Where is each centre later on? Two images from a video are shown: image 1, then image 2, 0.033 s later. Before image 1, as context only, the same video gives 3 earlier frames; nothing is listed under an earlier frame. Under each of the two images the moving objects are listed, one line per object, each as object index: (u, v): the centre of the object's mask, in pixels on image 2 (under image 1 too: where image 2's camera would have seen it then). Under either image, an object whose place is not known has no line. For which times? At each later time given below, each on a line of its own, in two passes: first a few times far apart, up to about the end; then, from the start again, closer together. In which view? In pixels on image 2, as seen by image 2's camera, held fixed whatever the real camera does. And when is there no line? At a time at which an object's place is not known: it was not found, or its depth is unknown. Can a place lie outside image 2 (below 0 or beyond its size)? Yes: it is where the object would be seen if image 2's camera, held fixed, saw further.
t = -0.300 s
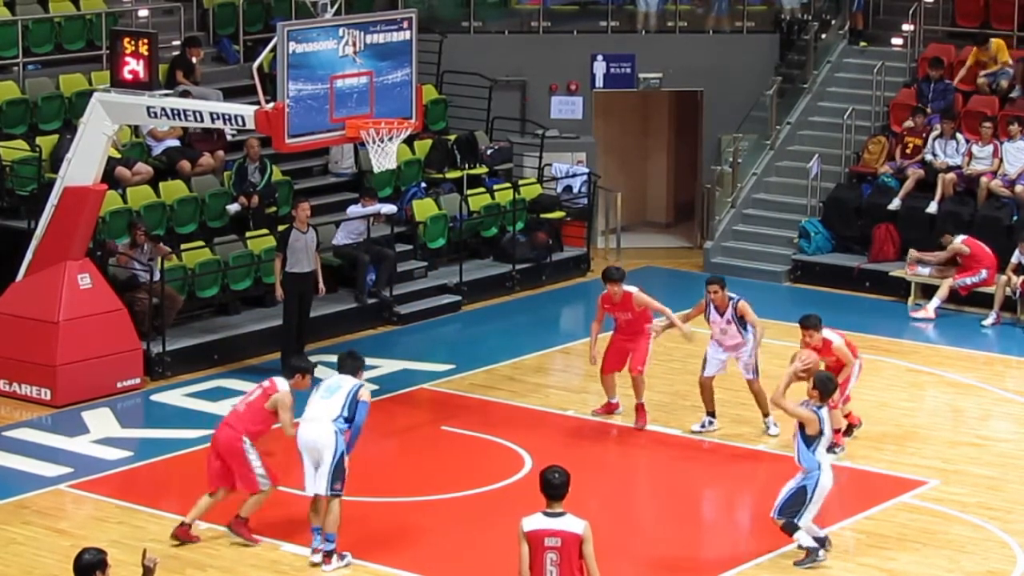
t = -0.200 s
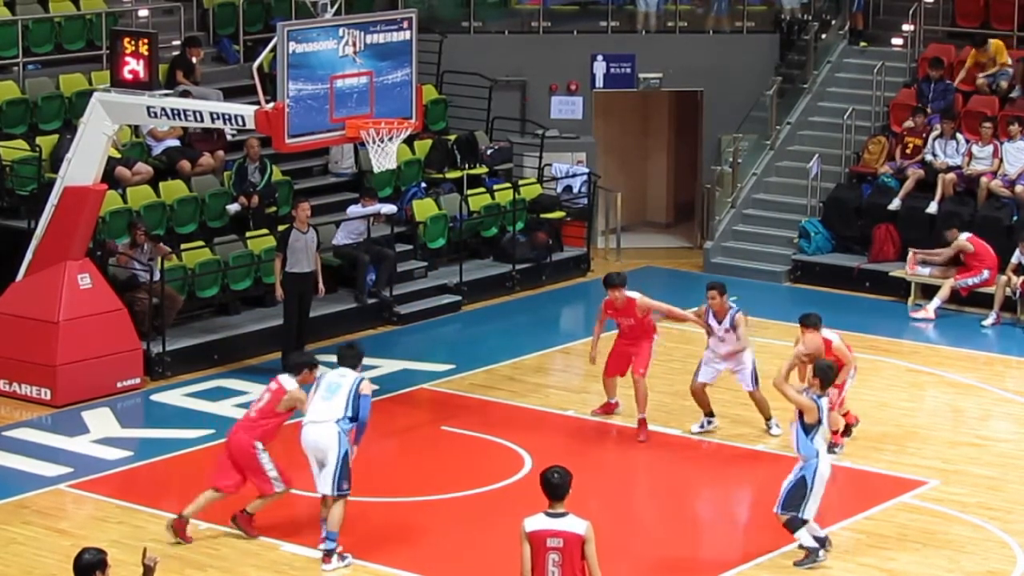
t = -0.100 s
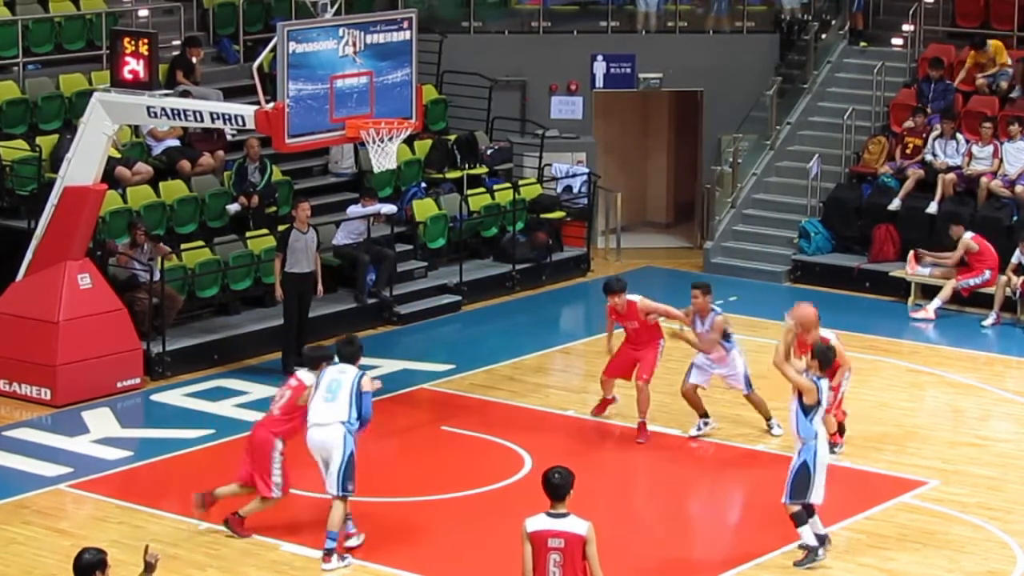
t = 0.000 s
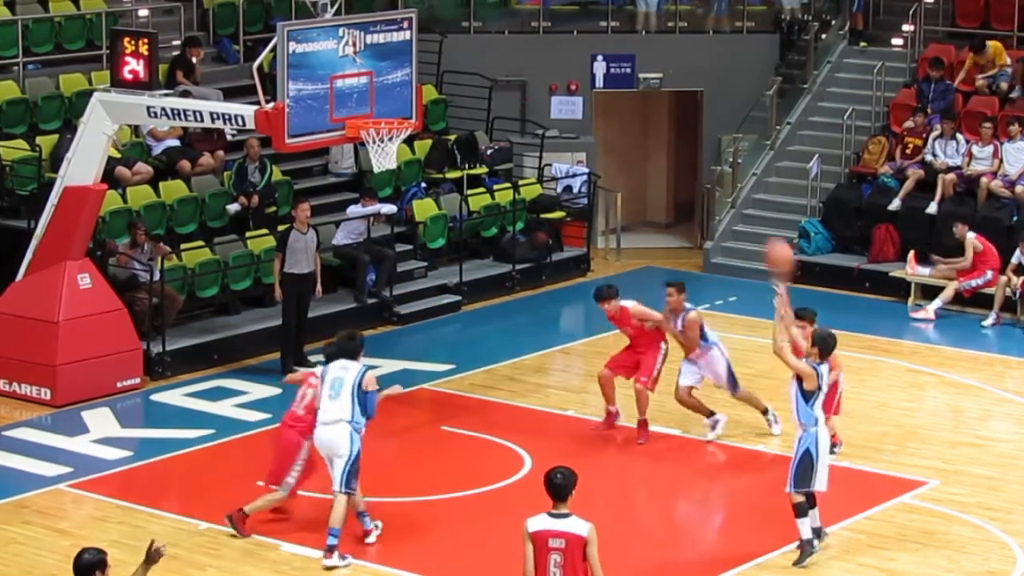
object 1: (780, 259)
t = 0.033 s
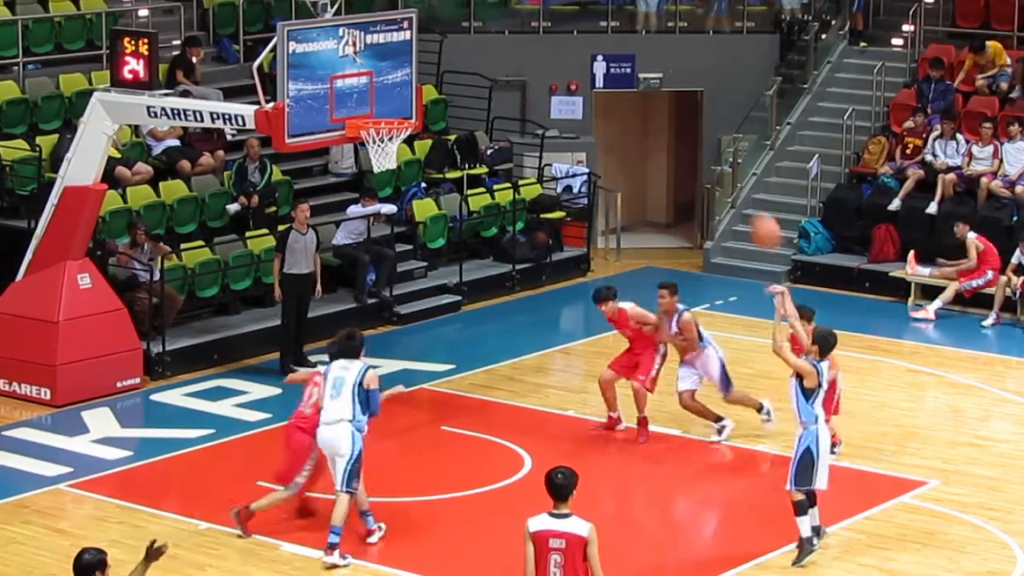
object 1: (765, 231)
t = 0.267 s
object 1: (671, 98)
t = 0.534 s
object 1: (568, 27)
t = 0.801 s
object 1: (470, 43)
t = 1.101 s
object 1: (375, 144)
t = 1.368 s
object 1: (378, 203)
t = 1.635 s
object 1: (386, 337)
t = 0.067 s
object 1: (752, 209)
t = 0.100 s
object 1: (739, 187)
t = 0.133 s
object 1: (724, 166)
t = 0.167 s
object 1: (711, 146)
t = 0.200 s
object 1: (697, 129)
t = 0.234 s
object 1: (684, 112)
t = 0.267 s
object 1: (671, 98)
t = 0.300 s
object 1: (658, 84)
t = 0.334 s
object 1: (645, 72)
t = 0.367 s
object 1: (632, 60)
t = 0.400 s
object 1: (619, 51)
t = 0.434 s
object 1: (606, 43)
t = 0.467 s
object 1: (593, 37)
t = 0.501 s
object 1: (581, 32)
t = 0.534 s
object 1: (568, 27)
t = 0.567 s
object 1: (556, 25)
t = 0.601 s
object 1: (543, 24)
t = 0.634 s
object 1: (531, 24)
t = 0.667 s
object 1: (519, 25)
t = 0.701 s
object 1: (507, 27)
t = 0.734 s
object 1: (496, 31)
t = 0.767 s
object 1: (483, 36)
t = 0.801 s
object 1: (470, 43)
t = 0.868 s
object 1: (447, 59)
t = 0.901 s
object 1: (436, 68)
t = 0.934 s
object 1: (425, 78)
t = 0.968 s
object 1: (412, 90)
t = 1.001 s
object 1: (401, 104)
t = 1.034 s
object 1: (390, 114)
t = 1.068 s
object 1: (380, 135)
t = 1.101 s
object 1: (375, 144)
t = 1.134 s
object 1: (374, 151)
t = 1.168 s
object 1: (375, 152)
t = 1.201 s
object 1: (374, 160)
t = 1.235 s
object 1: (374, 166)
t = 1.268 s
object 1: (375, 173)
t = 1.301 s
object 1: (376, 181)
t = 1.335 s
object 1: (377, 191)
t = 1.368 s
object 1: (378, 203)
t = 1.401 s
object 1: (380, 216)
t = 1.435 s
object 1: (381, 230)
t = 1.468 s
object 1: (382, 246)
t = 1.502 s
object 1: (383, 262)
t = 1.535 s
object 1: (383, 278)
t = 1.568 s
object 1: (385, 298)
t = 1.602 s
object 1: (386, 316)
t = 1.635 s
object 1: (386, 337)
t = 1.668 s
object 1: (387, 359)
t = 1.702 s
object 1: (389, 384)
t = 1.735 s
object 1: (390, 406)
